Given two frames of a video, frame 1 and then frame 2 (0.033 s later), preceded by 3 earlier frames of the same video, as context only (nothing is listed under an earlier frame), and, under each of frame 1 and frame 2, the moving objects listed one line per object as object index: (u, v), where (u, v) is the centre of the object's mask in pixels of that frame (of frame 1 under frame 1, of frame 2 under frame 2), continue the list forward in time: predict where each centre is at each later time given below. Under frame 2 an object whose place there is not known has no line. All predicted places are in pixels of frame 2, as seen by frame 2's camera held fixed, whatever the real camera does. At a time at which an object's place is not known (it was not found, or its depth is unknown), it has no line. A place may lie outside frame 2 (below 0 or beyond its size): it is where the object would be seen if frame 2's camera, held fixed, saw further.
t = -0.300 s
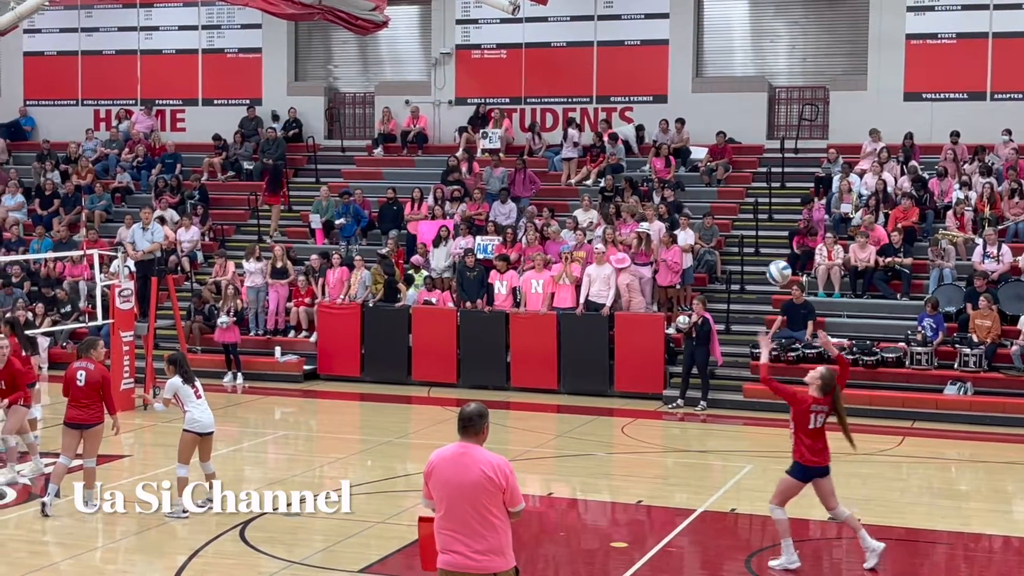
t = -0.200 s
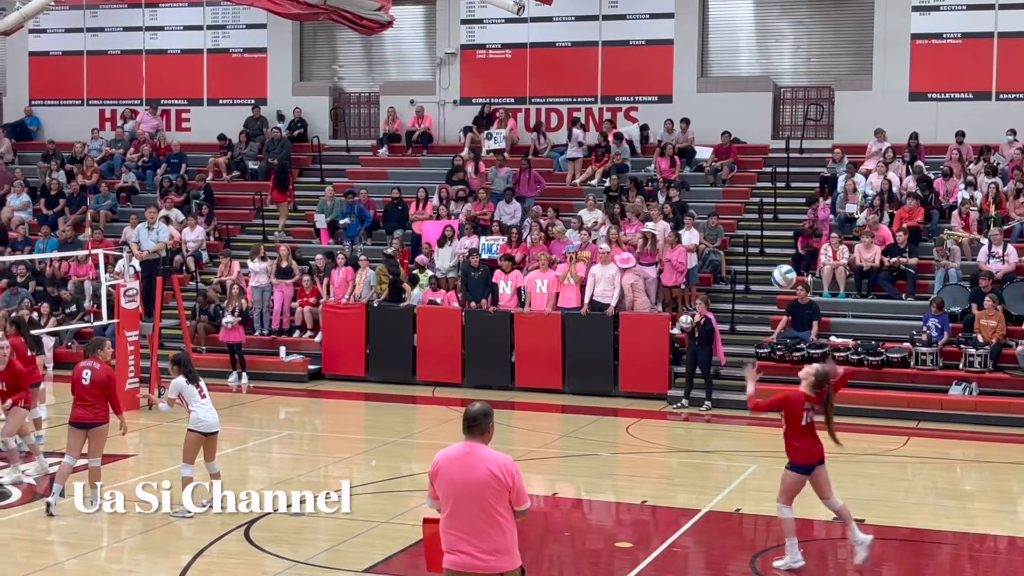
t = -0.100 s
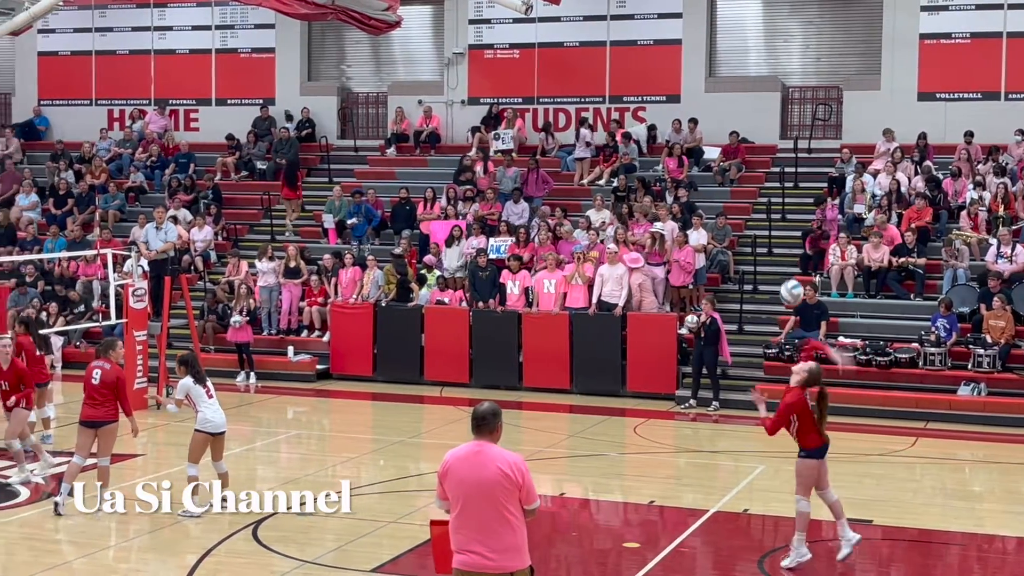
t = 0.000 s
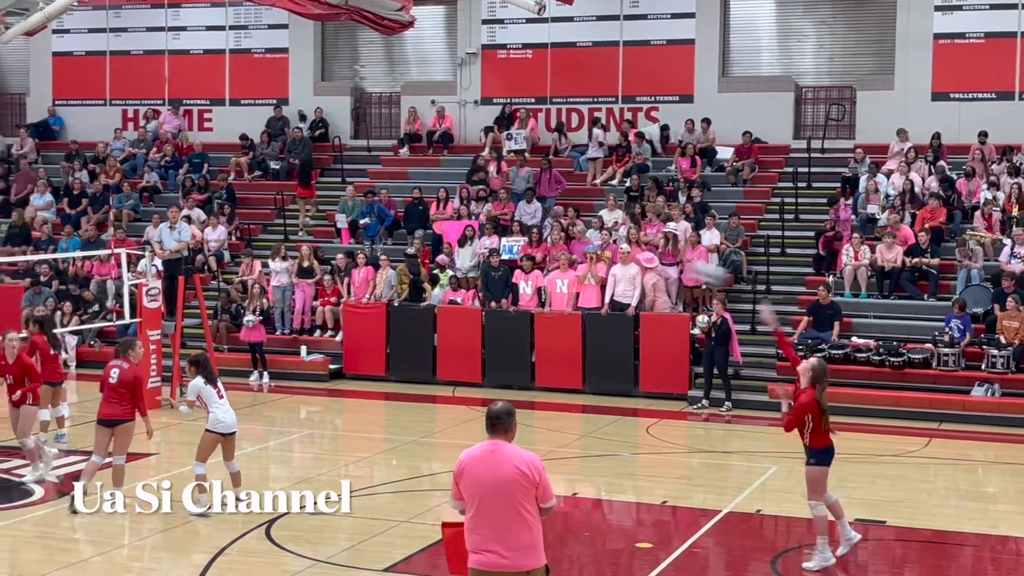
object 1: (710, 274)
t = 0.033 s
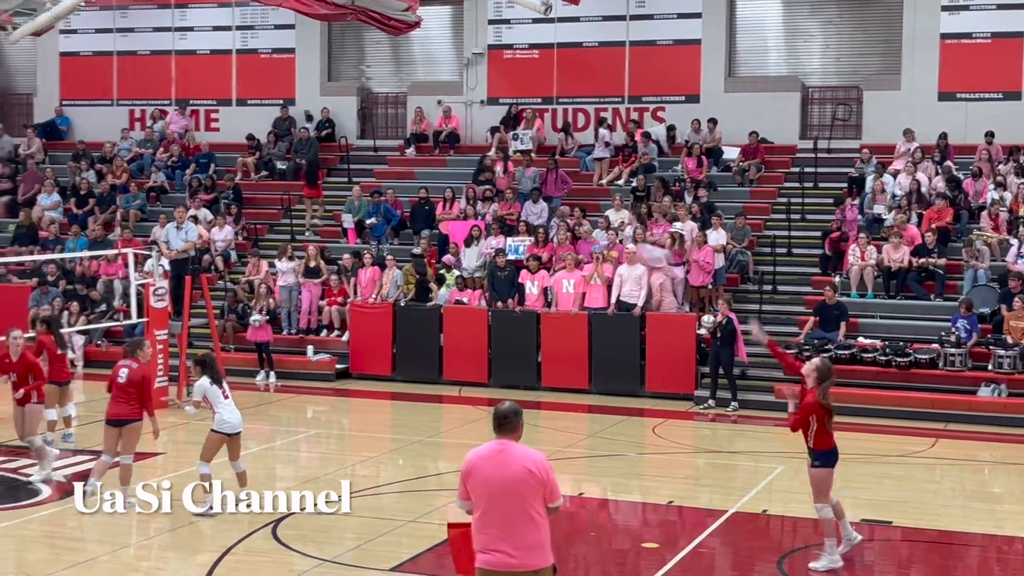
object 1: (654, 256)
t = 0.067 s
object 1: (593, 240)
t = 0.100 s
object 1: (538, 226)
